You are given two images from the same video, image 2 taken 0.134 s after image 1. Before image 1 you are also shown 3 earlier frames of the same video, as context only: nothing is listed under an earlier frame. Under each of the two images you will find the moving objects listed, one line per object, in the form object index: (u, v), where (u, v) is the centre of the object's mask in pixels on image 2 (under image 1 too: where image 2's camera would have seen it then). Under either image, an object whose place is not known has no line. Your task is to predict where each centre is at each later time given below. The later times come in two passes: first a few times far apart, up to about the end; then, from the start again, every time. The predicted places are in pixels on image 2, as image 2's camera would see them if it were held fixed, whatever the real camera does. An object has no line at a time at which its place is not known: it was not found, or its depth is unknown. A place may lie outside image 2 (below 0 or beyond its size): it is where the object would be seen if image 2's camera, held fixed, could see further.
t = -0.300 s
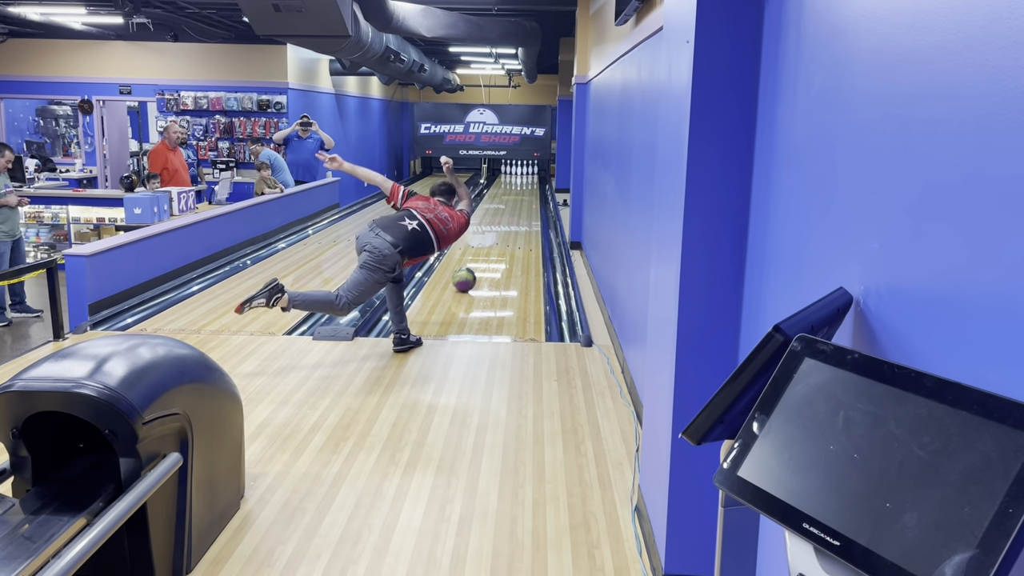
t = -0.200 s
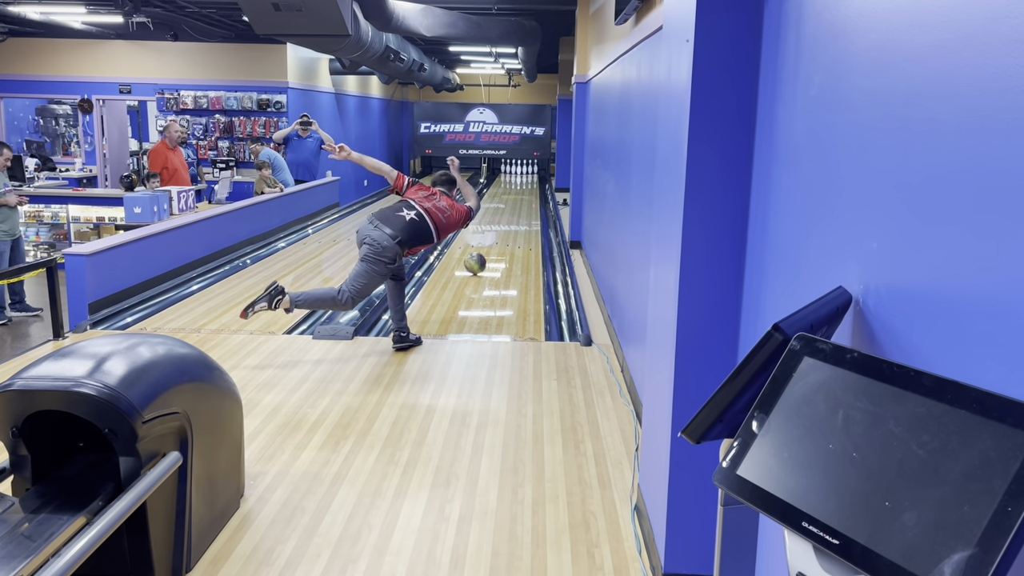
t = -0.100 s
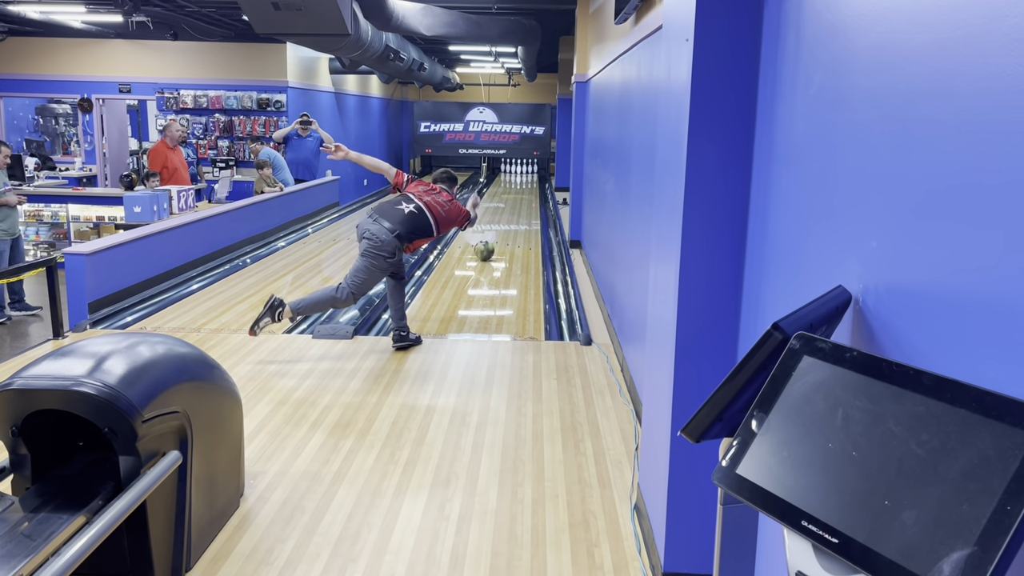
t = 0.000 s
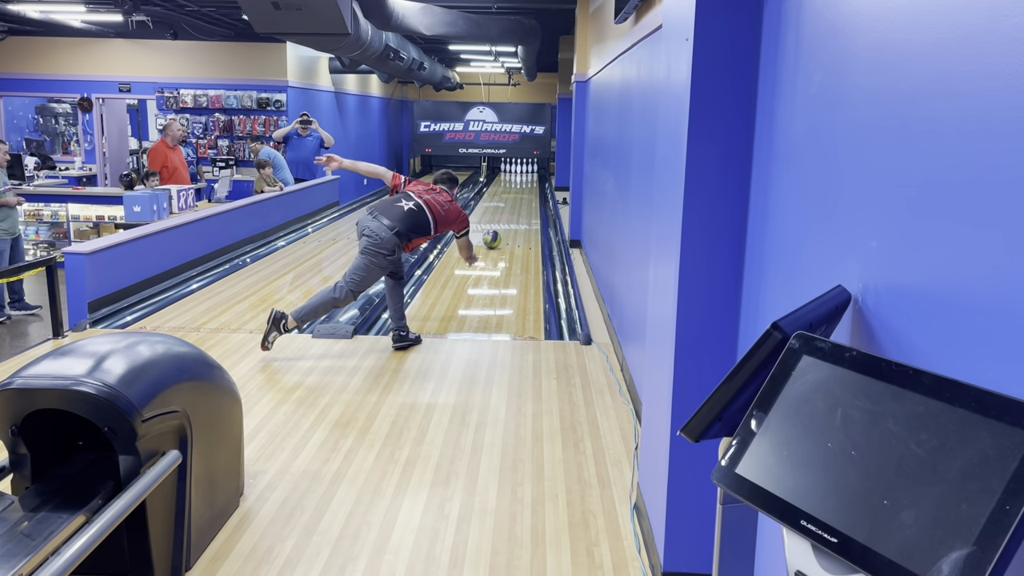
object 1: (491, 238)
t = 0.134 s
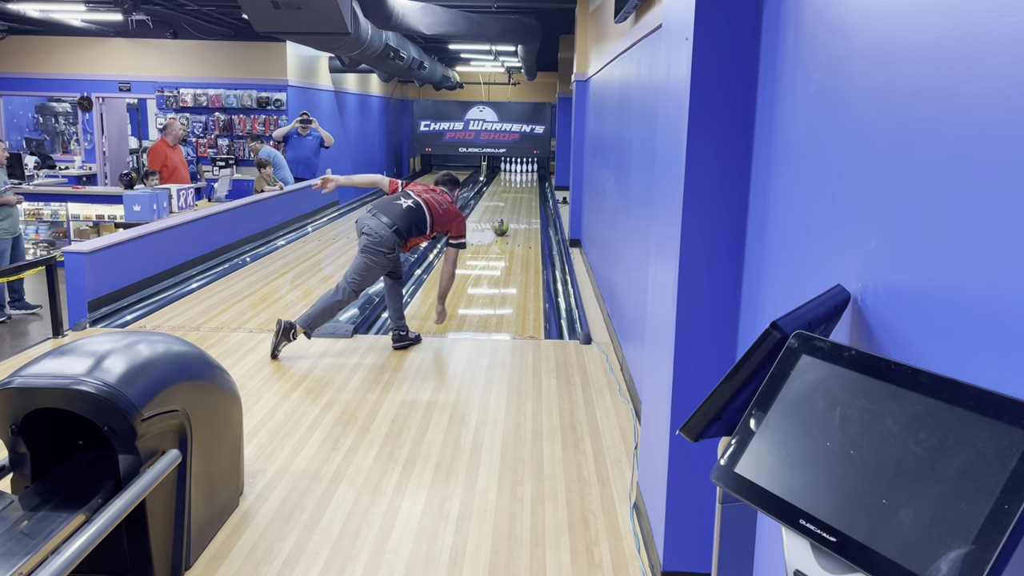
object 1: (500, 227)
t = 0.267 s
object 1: (506, 217)
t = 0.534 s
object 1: (517, 202)
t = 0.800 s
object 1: (524, 192)
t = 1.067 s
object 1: (528, 183)
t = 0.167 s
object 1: (502, 224)
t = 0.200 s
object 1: (503, 222)
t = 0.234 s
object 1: (505, 219)
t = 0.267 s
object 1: (506, 217)
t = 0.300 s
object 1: (508, 215)
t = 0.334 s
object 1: (509, 213)
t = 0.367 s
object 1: (511, 211)
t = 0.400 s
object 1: (512, 209)
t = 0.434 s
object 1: (513, 207)
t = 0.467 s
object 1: (514, 206)
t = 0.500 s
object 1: (516, 204)
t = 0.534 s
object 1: (517, 202)
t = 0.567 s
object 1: (518, 201)
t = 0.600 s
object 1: (519, 199)
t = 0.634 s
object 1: (520, 198)
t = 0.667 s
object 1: (520, 196)
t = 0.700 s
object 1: (521, 195)
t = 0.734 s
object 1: (522, 194)
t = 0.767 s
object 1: (523, 193)
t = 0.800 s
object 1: (524, 192)
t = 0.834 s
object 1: (524, 191)
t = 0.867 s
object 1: (525, 190)
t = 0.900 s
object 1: (525, 188)
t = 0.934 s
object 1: (526, 187)
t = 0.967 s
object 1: (526, 186)
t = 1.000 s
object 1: (527, 185)
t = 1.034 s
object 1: (528, 184)
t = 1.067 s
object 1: (528, 183)
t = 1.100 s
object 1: (528, 183)
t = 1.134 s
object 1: (528, 182)
